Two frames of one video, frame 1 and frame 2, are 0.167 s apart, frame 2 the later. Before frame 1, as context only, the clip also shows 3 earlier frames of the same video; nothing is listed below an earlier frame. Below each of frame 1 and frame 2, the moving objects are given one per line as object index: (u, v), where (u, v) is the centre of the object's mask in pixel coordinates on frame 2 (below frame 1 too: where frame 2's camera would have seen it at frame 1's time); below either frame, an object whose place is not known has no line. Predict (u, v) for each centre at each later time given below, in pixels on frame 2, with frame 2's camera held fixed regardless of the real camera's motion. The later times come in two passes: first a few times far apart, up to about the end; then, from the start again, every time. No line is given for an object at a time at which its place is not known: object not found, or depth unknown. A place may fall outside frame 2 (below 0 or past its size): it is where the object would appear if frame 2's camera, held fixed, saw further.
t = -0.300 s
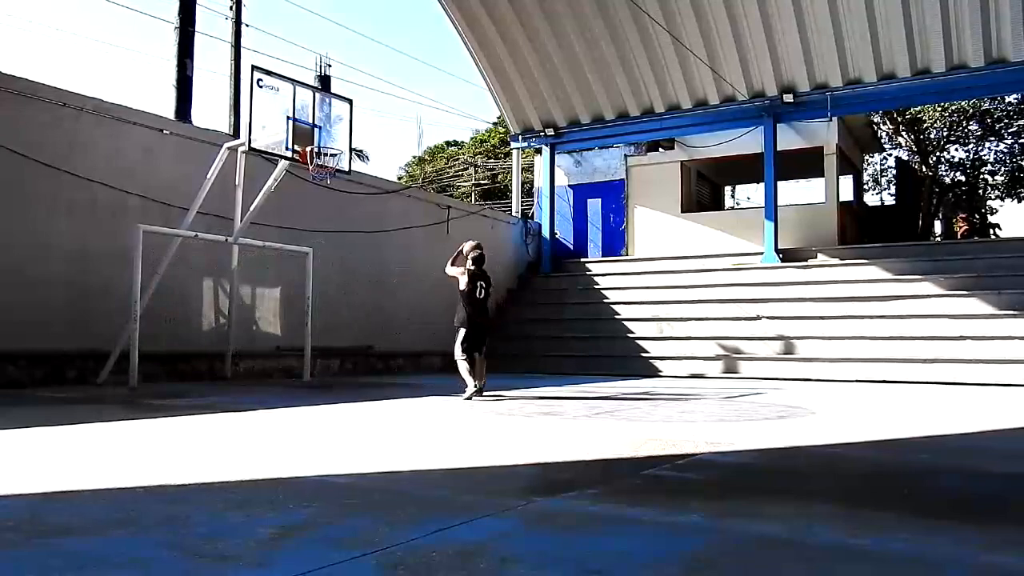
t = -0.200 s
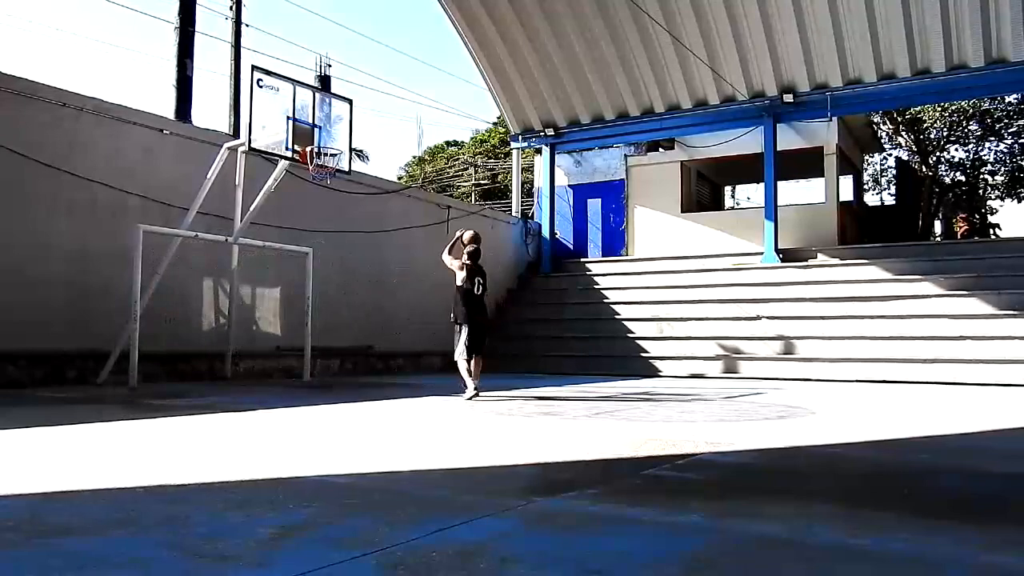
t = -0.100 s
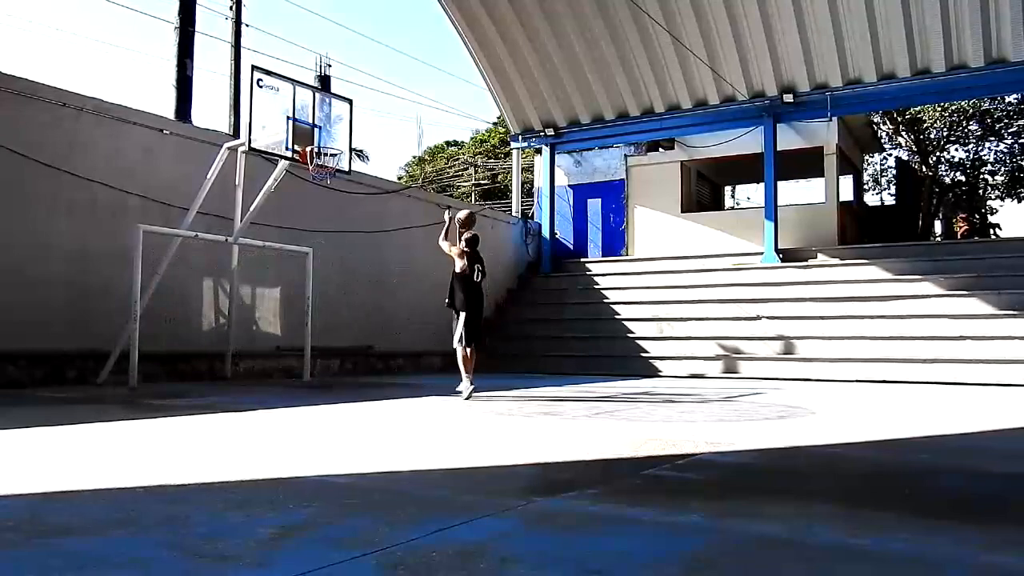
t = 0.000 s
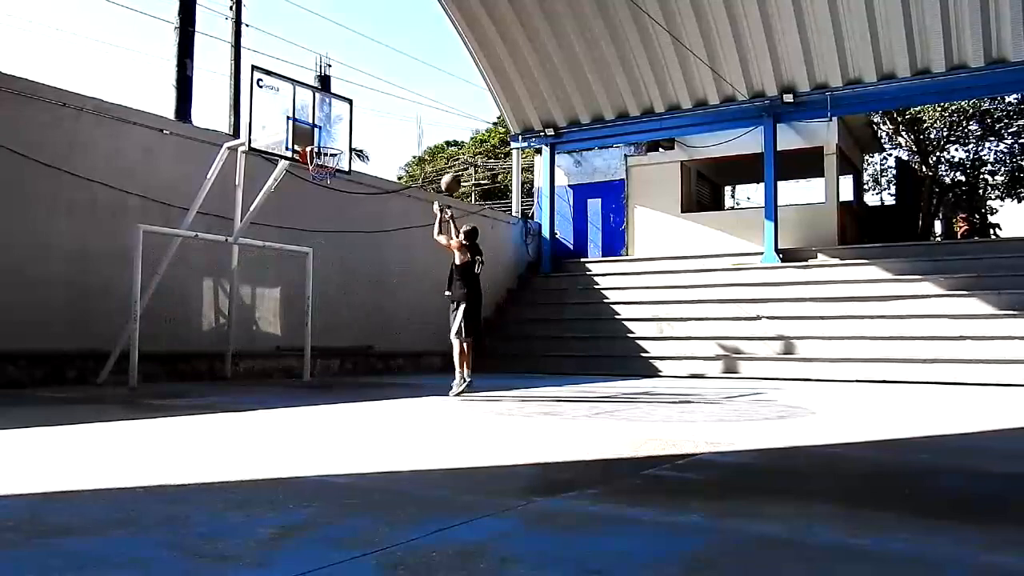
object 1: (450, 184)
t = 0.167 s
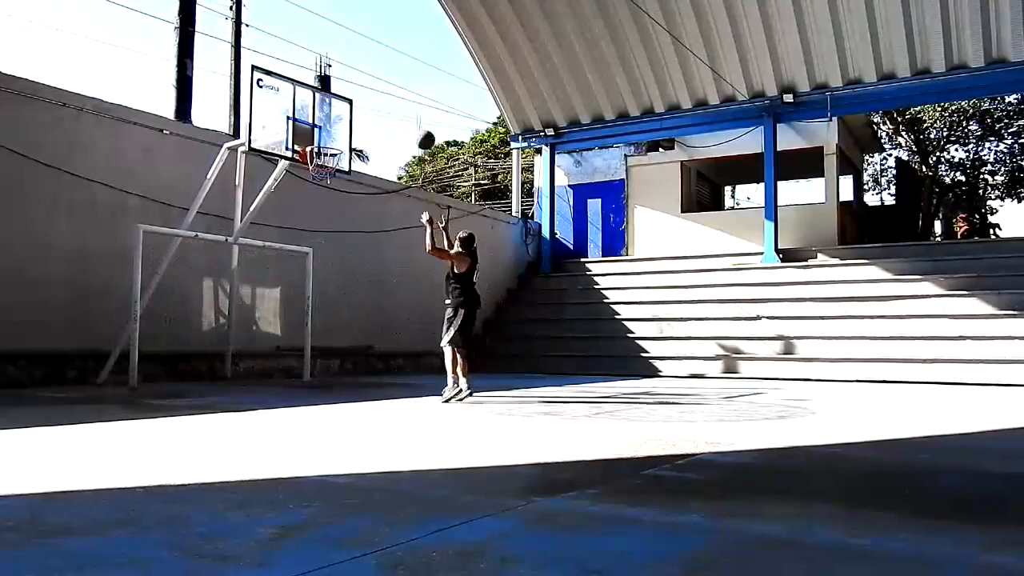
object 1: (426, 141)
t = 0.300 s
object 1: (405, 122)
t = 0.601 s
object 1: (360, 131)
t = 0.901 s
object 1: (366, 168)
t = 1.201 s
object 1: (387, 252)
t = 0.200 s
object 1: (421, 135)
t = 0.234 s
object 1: (416, 130)
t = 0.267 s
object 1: (410, 125)
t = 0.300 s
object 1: (405, 122)
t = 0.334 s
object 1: (400, 120)
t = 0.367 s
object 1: (395, 118)
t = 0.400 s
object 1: (391, 118)
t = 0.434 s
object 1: (386, 118)
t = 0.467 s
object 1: (381, 120)
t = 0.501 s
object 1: (376, 121)
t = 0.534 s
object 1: (371, 124)
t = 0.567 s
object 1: (366, 128)
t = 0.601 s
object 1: (360, 131)
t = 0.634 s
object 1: (356, 136)
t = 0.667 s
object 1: (351, 143)
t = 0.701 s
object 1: (349, 147)
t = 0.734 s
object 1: (352, 149)
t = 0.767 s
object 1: (354, 151)
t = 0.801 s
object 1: (358, 154)
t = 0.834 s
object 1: (360, 157)
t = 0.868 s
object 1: (363, 162)
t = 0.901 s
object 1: (366, 168)
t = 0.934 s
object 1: (368, 175)
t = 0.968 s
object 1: (371, 182)
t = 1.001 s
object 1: (374, 189)
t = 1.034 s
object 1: (376, 198)
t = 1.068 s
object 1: (378, 208)
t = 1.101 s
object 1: (380, 217)
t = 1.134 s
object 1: (383, 228)
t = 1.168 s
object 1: (385, 239)
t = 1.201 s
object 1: (387, 252)
